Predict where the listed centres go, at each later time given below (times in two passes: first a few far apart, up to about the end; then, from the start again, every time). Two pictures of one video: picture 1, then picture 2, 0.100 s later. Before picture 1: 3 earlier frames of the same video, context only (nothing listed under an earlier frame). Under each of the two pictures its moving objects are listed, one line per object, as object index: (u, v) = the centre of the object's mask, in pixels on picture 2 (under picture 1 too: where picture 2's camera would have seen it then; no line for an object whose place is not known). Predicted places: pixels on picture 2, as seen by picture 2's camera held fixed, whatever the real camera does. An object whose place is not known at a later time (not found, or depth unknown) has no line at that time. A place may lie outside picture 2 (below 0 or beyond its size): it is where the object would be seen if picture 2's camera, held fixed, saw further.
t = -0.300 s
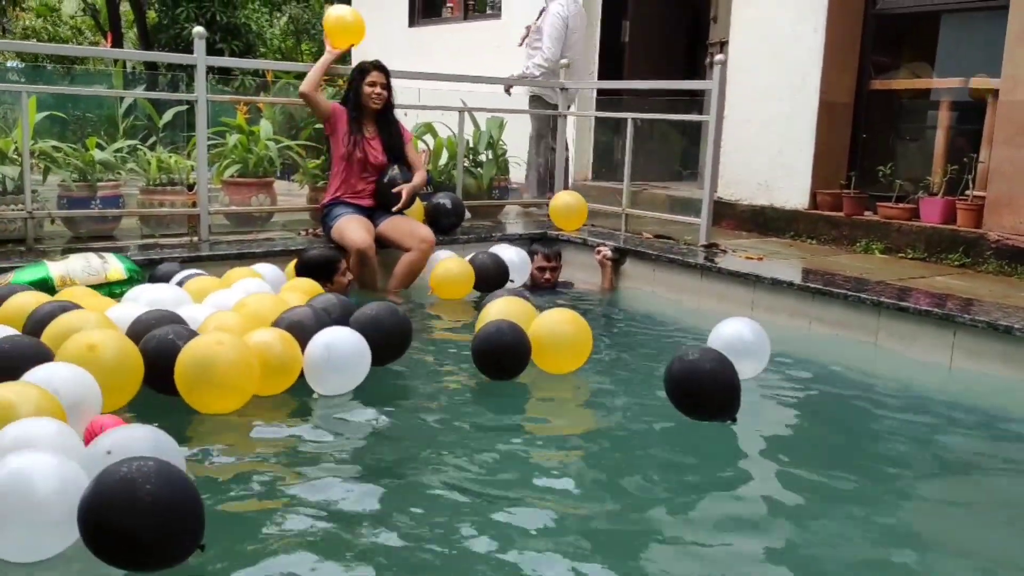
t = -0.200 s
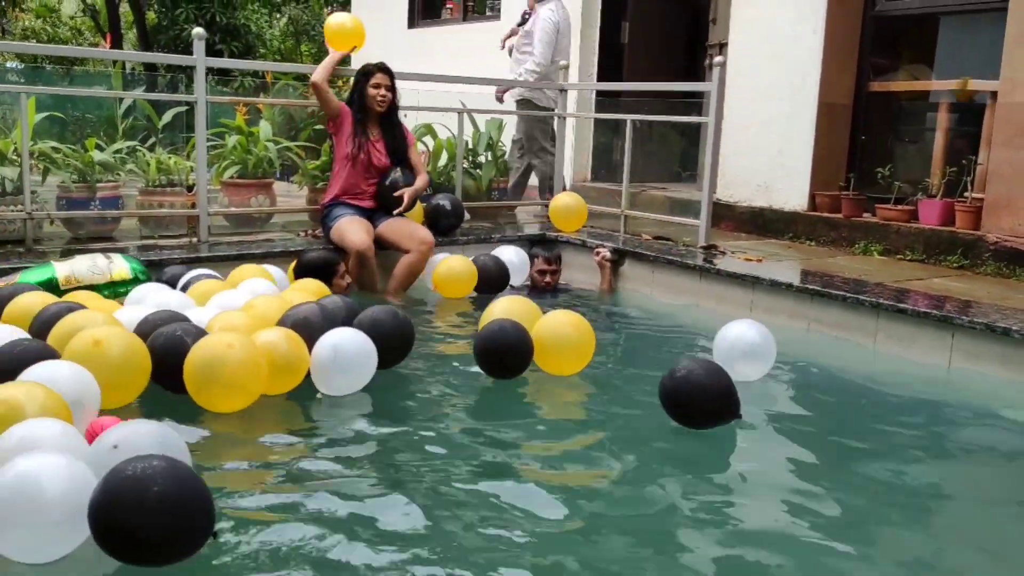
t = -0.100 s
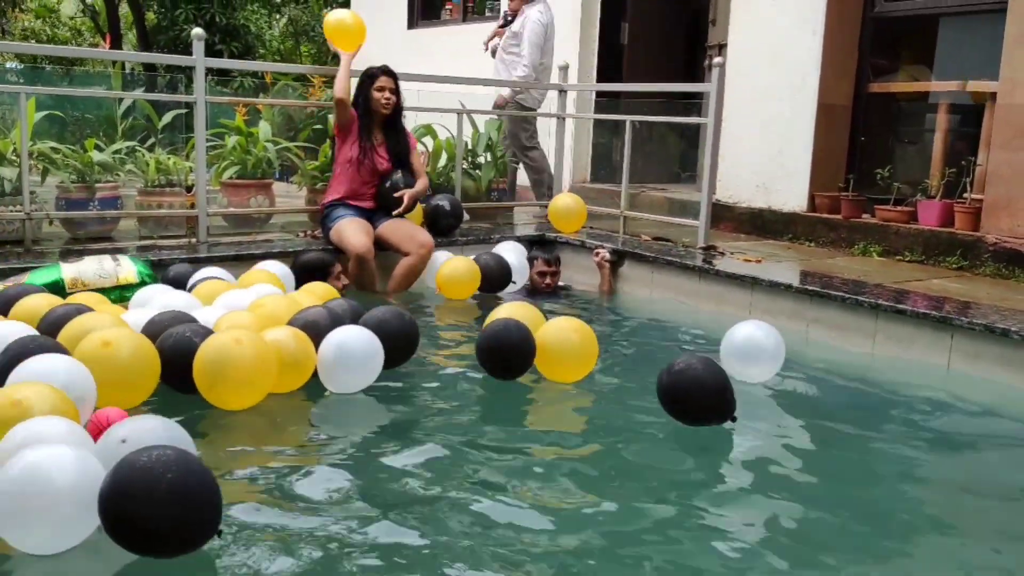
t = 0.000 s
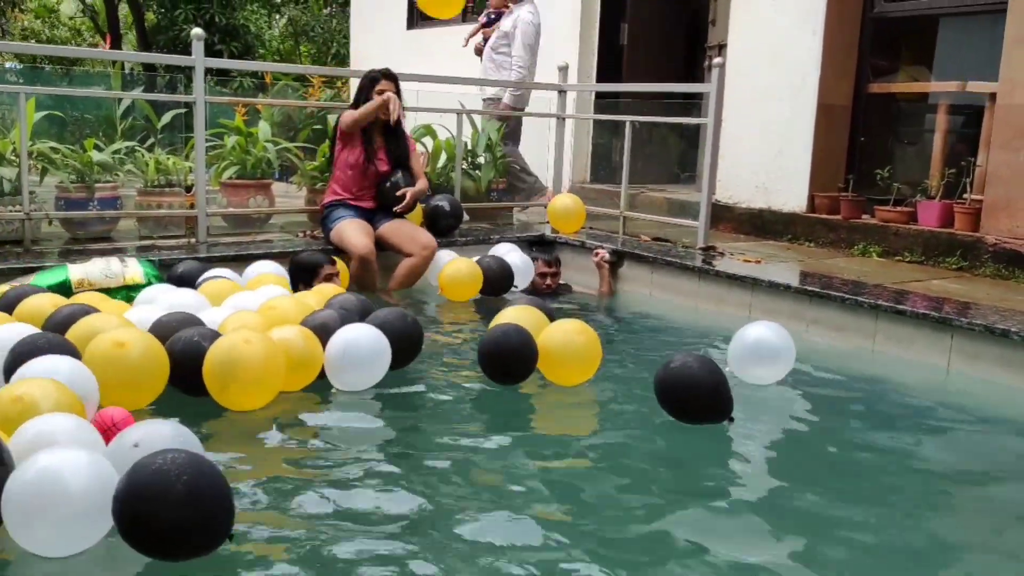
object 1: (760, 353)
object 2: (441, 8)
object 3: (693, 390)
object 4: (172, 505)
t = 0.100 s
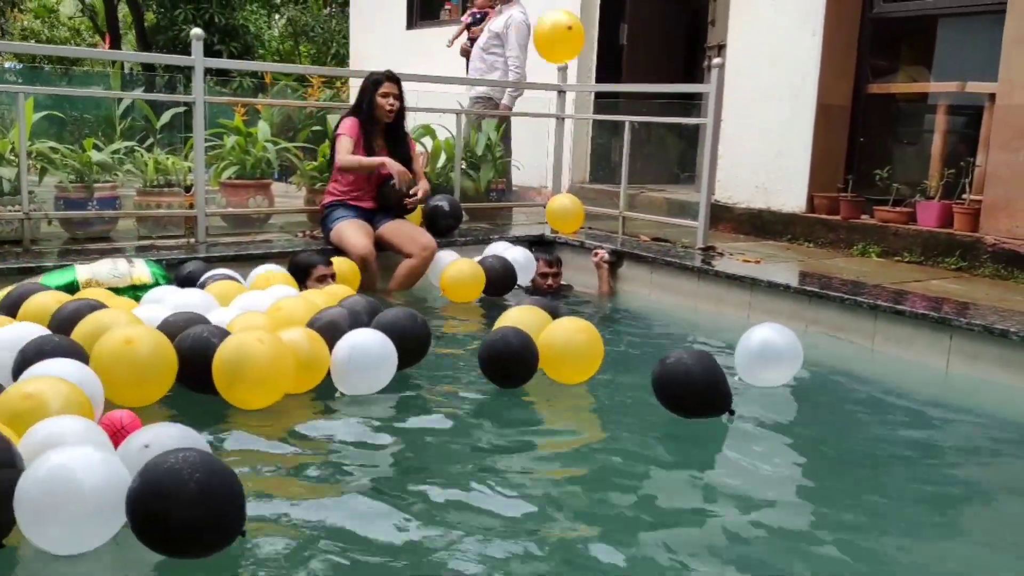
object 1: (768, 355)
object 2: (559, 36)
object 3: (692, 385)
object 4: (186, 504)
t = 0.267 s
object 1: (779, 361)
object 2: (710, 131)
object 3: (689, 385)
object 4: (209, 500)
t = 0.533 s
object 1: (795, 361)
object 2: (916, 346)
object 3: (683, 383)
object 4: (244, 494)
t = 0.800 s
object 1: (805, 370)
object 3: (671, 378)
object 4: (271, 479)
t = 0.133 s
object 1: (771, 356)
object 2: (600, 62)
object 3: (691, 383)
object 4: (191, 503)
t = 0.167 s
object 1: (773, 357)
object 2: (620, 74)
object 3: (692, 383)
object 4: (194, 502)
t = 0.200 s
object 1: (776, 359)
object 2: (657, 98)
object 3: (690, 383)
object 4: (200, 502)
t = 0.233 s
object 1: (778, 361)
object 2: (693, 121)
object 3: (690, 385)
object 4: (205, 501)
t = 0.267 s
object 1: (779, 361)
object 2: (710, 131)
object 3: (689, 385)
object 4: (209, 500)
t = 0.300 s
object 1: (782, 360)
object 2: (743, 151)
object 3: (689, 385)
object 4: (215, 497)
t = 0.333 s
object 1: (784, 360)
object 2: (772, 172)
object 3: (688, 384)
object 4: (220, 491)
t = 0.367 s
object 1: (787, 360)
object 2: (800, 197)
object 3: (687, 382)
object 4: (225, 486)
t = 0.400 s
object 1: (788, 361)
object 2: (814, 212)
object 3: (686, 381)
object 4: (228, 484)
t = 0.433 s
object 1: (791, 362)
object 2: (842, 246)
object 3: (686, 381)
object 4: (234, 485)
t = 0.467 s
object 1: (793, 362)
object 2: (872, 284)
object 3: (684, 383)
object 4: (238, 490)
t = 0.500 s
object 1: (794, 362)
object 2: (887, 304)
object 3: (684, 383)
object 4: (240, 493)
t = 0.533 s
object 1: (795, 361)
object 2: (916, 346)
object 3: (683, 383)
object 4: (244, 494)
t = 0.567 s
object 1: (798, 360)
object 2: (944, 391)
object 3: (682, 381)
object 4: (249, 491)
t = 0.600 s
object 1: (799, 361)
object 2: (964, 417)
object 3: (681, 378)
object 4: (253, 487)
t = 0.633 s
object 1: (800, 362)
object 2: (970, 420)
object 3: (680, 377)
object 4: (255, 485)
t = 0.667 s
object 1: (801, 367)
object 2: (977, 420)
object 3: (678, 376)
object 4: (259, 483)
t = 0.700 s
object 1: (803, 370)
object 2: (988, 422)
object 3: (676, 375)
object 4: (263, 483)
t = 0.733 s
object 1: (803, 371)
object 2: (993, 425)
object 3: (675, 376)
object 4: (264, 483)
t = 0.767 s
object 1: (804, 371)
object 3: (673, 377)
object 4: (267, 482)
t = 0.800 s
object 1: (805, 370)
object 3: (671, 378)
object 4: (271, 479)
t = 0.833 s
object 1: (806, 370)
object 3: (669, 378)
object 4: (273, 477)
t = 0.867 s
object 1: (807, 369)
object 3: (667, 377)
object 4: (278, 475)
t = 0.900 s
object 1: (809, 370)
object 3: (665, 375)
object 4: (282, 474)
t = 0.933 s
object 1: (810, 371)
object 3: (662, 371)
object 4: (285, 477)
